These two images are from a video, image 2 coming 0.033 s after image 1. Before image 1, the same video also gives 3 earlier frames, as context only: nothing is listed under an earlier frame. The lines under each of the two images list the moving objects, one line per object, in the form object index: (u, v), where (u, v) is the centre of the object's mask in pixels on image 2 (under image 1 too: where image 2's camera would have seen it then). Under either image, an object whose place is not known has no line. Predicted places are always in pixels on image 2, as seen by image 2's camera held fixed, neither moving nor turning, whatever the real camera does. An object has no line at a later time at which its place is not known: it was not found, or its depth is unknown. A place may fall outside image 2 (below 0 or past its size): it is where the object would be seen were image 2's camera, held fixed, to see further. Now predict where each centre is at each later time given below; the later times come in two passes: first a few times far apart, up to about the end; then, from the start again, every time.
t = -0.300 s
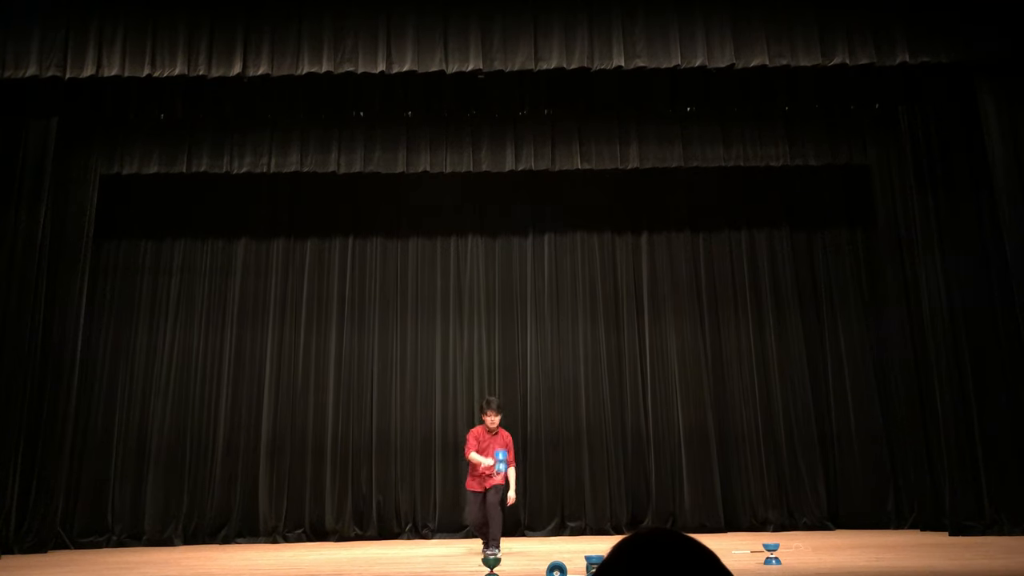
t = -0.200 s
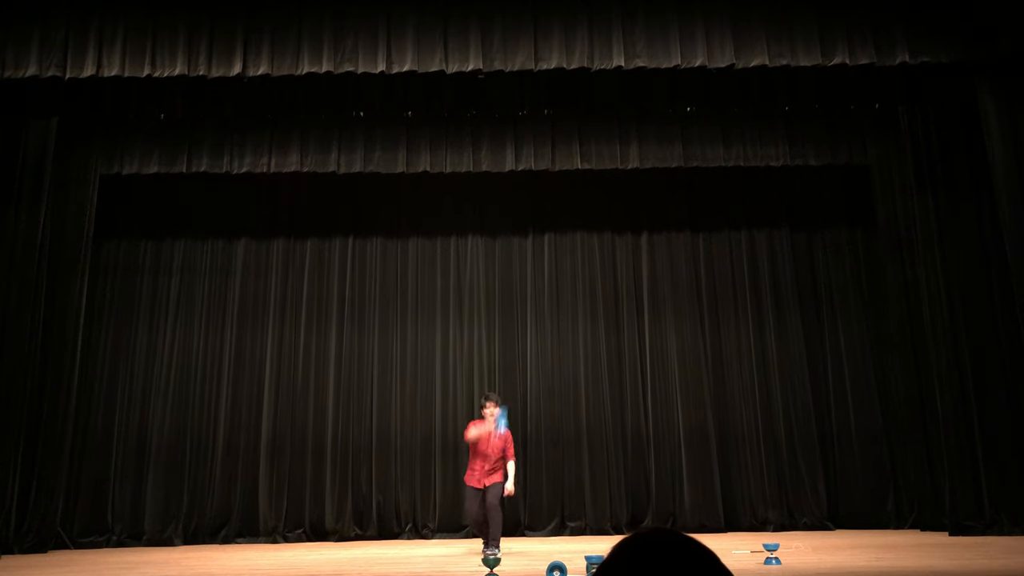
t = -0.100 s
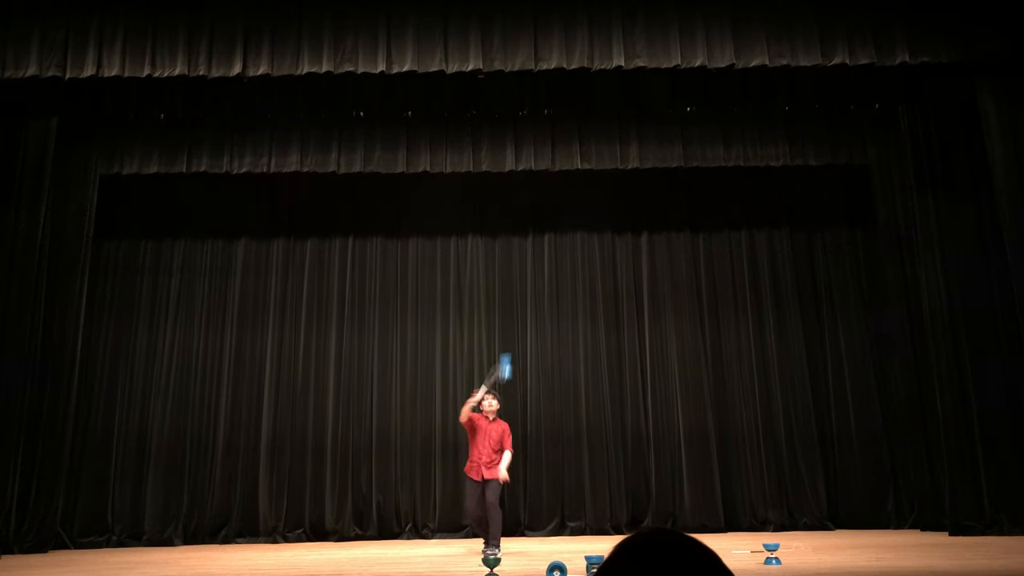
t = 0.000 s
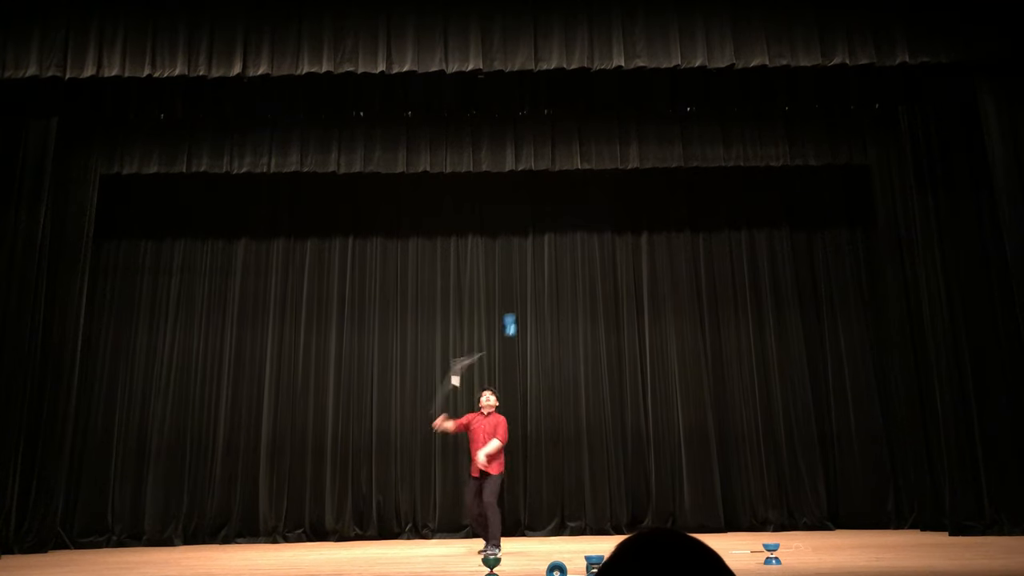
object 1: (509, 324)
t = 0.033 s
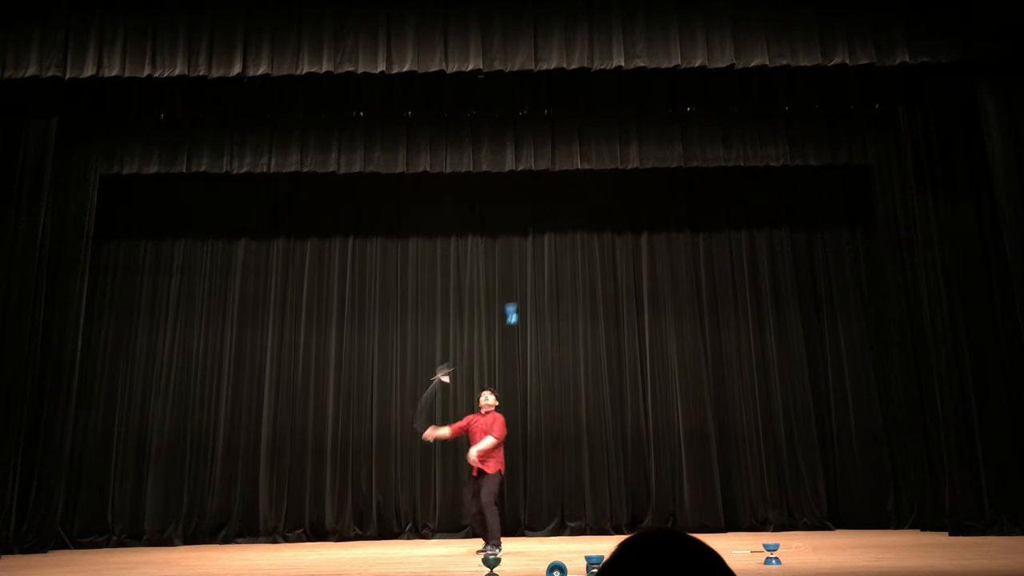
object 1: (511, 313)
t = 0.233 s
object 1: (521, 272)
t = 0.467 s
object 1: (532, 272)
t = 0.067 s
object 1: (513, 303)
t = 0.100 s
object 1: (514, 295)
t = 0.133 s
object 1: (516, 288)
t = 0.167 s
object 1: (518, 281)
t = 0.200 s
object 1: (519, 276)
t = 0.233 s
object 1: (521, 272)
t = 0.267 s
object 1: (522, 269)
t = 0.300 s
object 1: (524, 267)
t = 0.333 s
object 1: (525, 266)
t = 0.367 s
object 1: (527, 266)
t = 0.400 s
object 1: (528, 267)
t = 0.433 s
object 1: (530, 269)
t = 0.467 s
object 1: (532, 272)
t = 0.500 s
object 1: (533, 276)
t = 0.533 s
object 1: (535, 281)
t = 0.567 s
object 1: (537, 287)
